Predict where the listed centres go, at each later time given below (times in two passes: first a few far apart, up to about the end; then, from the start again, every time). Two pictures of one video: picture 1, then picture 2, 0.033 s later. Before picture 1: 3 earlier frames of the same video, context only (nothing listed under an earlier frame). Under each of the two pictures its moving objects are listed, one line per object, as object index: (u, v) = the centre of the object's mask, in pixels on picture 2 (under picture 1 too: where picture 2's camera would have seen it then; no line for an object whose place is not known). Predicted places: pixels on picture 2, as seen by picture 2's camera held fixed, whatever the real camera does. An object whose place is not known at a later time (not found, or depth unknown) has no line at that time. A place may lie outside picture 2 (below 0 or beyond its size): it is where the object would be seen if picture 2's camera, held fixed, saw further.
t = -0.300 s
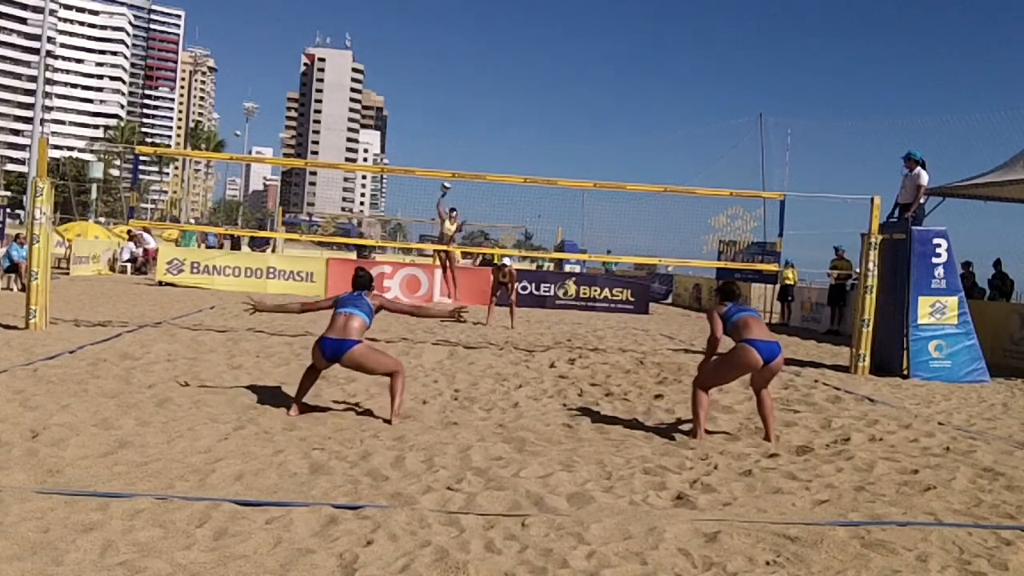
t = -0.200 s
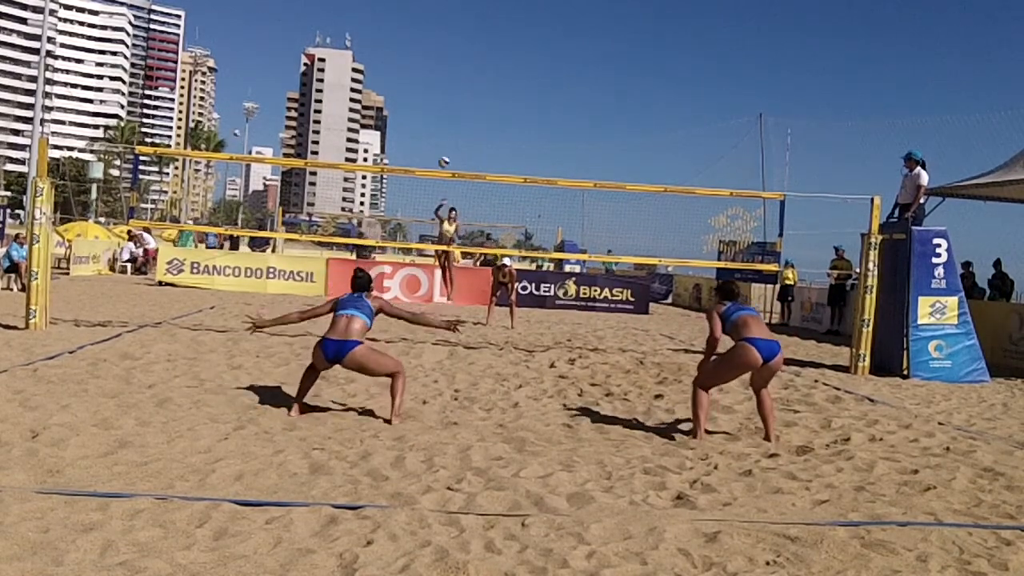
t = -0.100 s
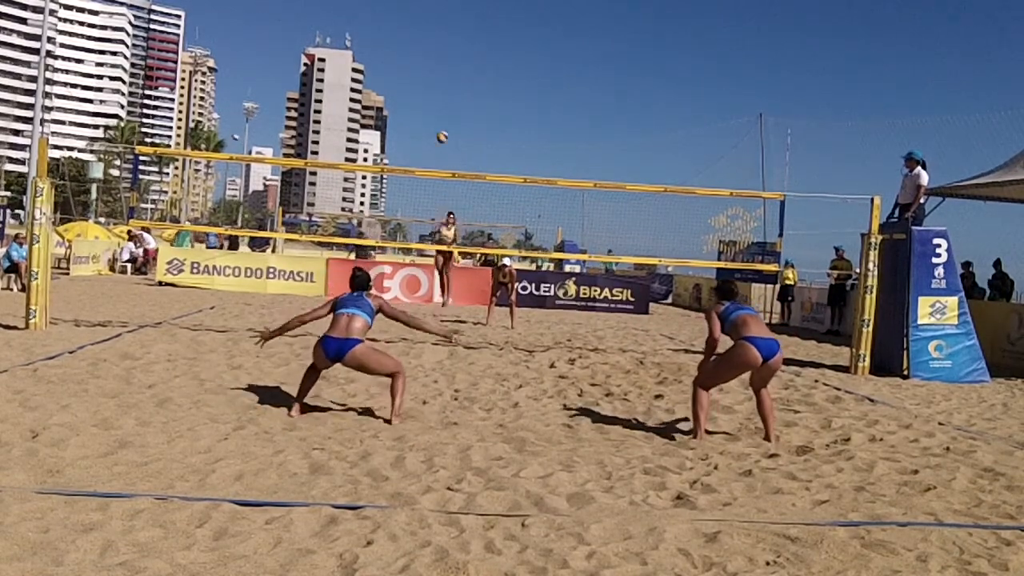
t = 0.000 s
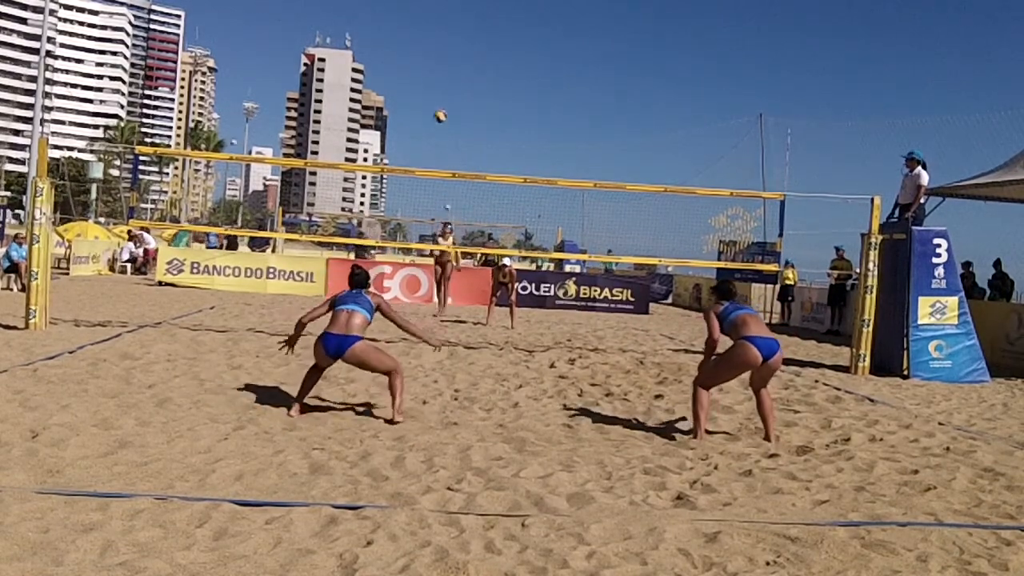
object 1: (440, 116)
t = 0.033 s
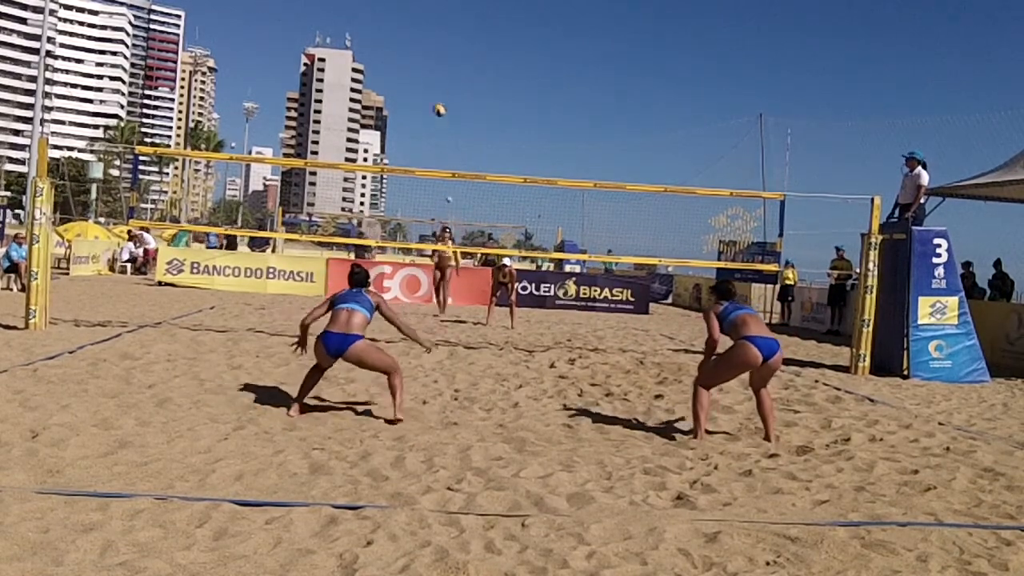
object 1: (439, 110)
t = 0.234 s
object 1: (437, 81)
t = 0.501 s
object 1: (439, 89)
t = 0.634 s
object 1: (442, 130)
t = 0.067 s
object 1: (438, 104)
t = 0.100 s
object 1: (438, 98)
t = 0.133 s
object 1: (438, 93)
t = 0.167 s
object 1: (437, 88)
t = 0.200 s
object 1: (437, 84)
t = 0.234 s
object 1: (437, 81)
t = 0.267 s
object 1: (436, 79)
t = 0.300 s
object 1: (436, 77)
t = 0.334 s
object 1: (436, 77)
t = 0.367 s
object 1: (436, 77)
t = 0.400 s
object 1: (437, 78)
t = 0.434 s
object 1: (437, 80)
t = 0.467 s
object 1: (438, 84)
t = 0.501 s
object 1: (439, 89)
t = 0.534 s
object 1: (439, 96)
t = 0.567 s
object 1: (440, 105)
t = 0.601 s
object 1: (441, 116)
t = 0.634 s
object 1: (442, 130)
